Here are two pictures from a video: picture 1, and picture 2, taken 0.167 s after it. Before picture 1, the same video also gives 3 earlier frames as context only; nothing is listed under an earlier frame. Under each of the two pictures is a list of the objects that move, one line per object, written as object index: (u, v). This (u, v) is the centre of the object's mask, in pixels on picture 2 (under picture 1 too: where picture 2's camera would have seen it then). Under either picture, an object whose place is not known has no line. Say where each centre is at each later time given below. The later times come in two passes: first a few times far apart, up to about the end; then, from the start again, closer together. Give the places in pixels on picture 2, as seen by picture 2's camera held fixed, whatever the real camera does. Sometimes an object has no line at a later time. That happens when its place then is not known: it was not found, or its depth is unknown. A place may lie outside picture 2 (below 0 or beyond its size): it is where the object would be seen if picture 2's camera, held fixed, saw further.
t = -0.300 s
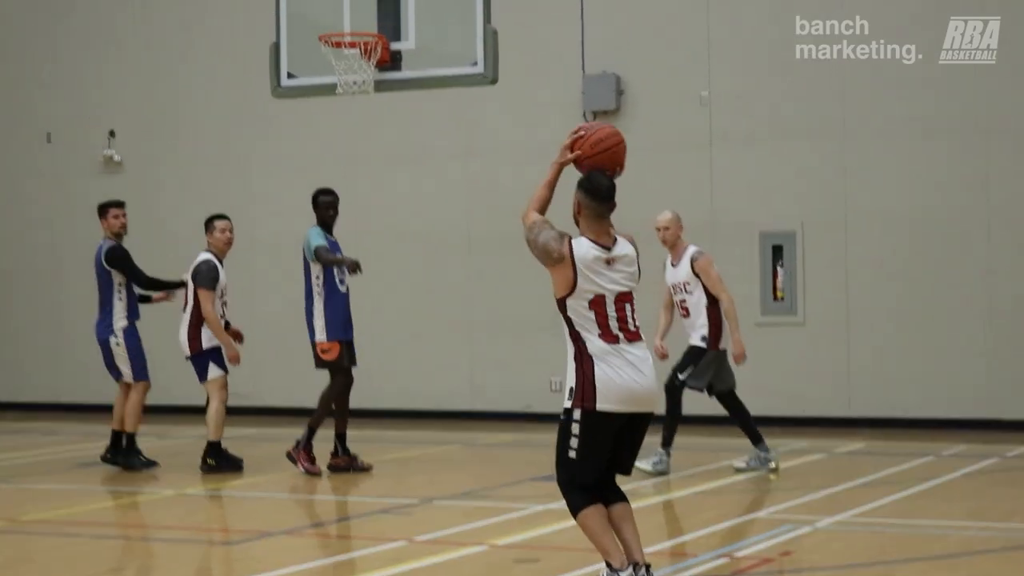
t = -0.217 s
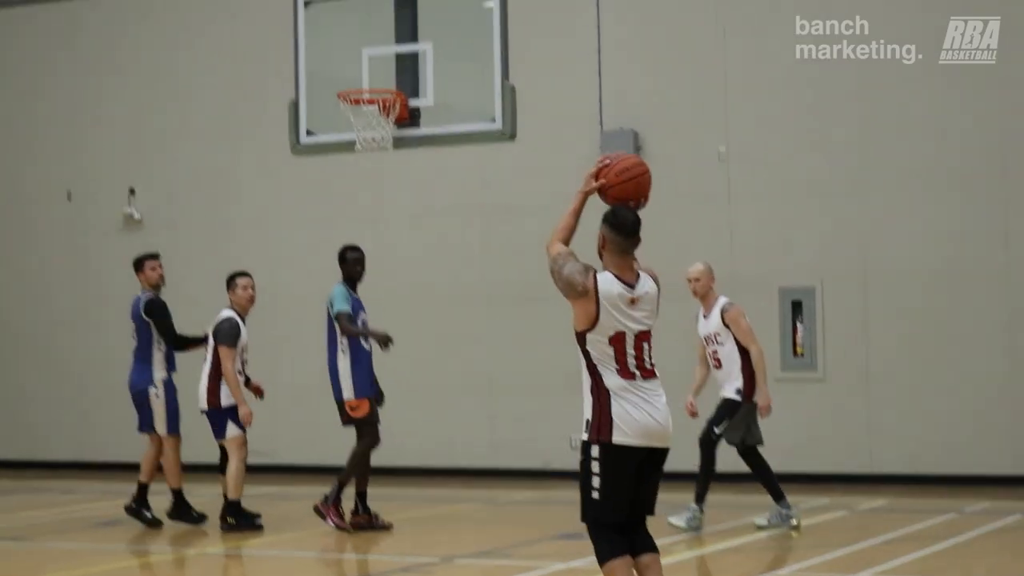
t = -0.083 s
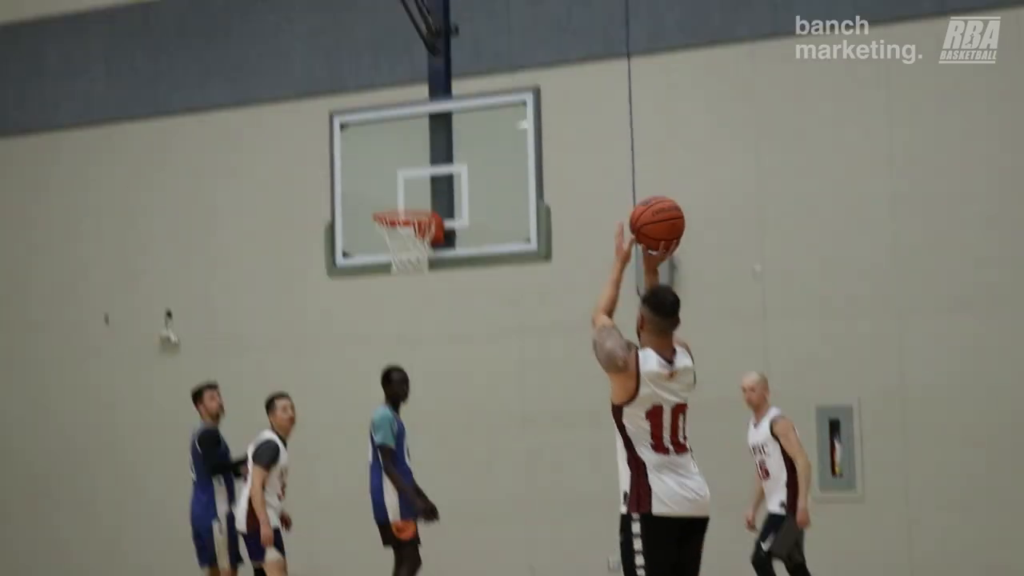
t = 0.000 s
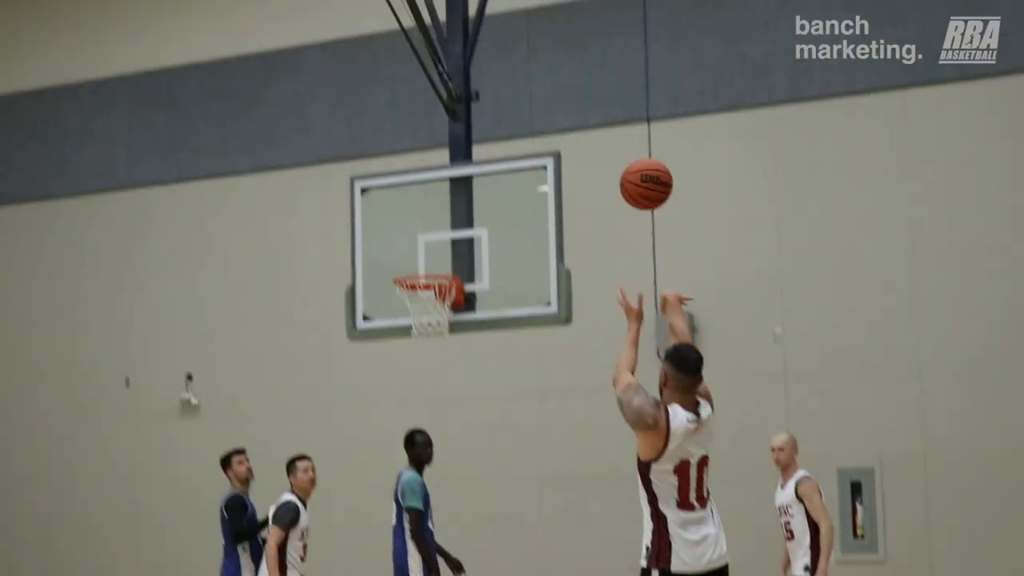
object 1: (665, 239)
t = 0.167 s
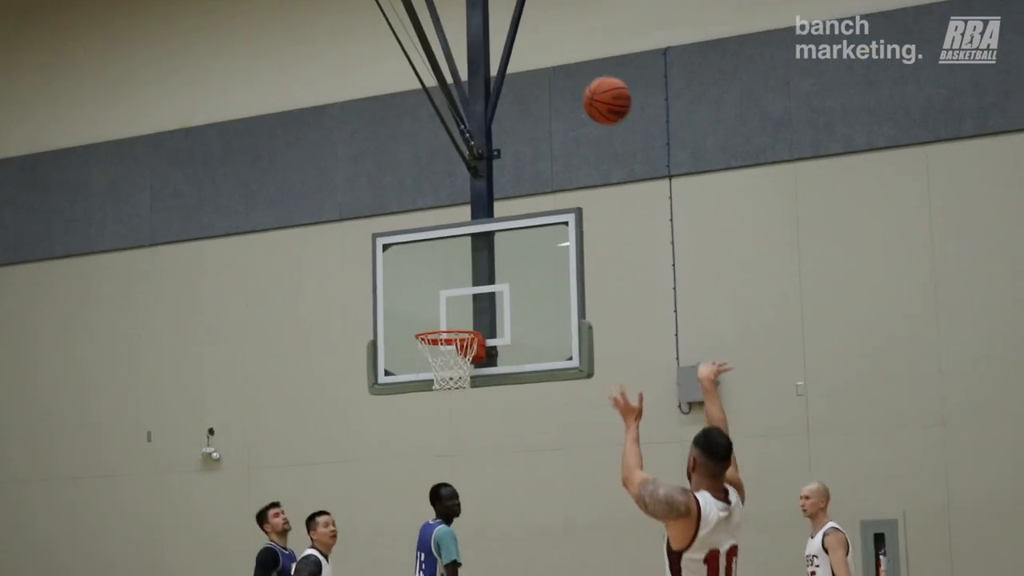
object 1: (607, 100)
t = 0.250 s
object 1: (583, 58)
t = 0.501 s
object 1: (524, 16)
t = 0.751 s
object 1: (482, 69)
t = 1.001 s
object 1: (448, 197)
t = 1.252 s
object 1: (467, 321)
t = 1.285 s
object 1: (468, 308)
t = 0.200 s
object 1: (597, 81)
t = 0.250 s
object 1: (583, 58)
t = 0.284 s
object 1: (574, 46)
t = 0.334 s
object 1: (561, 31)
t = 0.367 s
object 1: (553, 24)
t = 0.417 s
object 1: (542, 18)
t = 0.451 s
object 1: (534, 16)
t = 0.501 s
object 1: (524, 16)
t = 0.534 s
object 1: (518, 18)
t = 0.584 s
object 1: (509, 24)
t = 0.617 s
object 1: (503, 30)
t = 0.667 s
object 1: (494, 42)
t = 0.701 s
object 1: (489, 52)
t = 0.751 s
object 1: (482, 69)
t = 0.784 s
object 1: (476, 82)
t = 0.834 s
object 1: (469, 104)
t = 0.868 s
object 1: (465, 120)
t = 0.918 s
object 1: (458, 147)
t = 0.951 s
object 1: (454, 166)
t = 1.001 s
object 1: (448, 197)
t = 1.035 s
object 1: (444, 219)
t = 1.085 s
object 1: (438, 254)
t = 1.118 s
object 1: (434, 278)
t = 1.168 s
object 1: (429, 316)
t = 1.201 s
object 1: (436, 322)
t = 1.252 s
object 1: (467, 321)
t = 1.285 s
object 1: (468, 308)
